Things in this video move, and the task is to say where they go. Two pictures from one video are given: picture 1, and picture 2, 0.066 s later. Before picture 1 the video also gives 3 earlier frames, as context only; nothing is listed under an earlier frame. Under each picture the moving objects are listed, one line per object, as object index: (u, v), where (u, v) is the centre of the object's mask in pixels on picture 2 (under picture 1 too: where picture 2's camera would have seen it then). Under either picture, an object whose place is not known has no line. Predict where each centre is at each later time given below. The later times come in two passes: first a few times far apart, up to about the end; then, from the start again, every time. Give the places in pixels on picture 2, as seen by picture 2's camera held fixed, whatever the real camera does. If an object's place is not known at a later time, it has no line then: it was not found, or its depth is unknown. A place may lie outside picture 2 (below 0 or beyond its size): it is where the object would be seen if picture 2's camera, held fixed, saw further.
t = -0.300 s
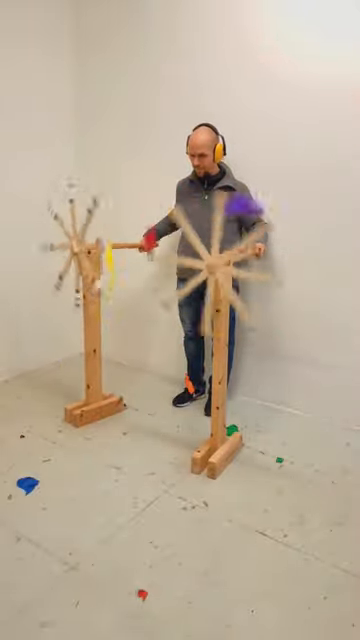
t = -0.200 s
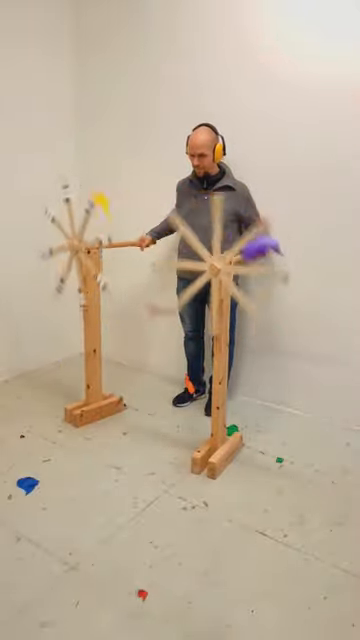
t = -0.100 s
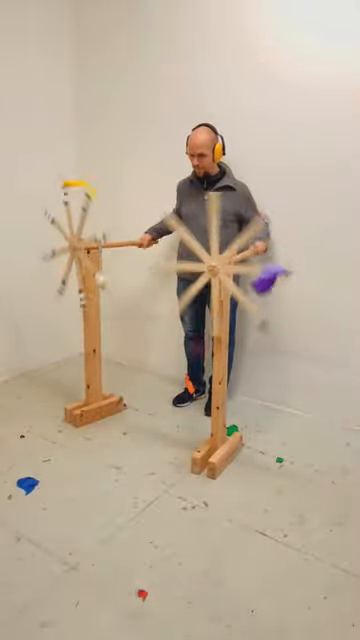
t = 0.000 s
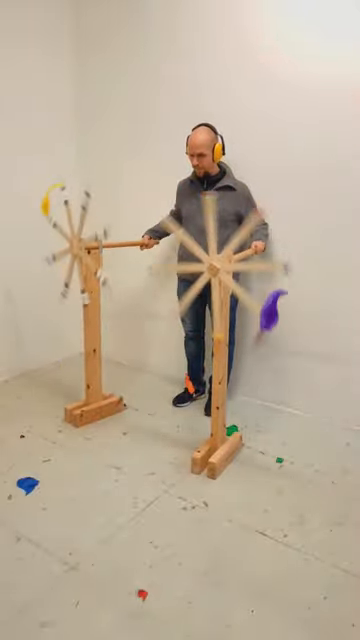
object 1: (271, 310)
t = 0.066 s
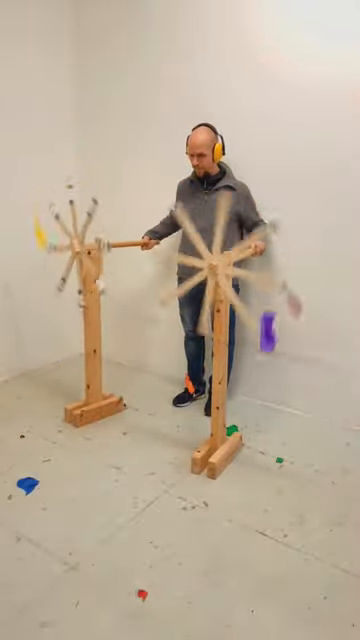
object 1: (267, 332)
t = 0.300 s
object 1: (286, 417)
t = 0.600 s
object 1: (350, 514)
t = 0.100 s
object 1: (265, 345)
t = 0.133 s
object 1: (264, 361)
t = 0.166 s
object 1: (266, 376)
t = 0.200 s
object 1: (268, 388)
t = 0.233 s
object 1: (273, 398)
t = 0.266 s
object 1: (280, 408)
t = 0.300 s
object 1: (286, 417)
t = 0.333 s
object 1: (295, 425)
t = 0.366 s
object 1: (304, 432)
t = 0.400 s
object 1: (315, 441)
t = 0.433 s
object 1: (324, 451)
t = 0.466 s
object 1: (332, 462)
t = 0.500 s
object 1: (339, 474)
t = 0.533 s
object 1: (345, 487)
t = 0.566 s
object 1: (349, 501)
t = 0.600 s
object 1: (350, 514)
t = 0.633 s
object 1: (351, 528)
